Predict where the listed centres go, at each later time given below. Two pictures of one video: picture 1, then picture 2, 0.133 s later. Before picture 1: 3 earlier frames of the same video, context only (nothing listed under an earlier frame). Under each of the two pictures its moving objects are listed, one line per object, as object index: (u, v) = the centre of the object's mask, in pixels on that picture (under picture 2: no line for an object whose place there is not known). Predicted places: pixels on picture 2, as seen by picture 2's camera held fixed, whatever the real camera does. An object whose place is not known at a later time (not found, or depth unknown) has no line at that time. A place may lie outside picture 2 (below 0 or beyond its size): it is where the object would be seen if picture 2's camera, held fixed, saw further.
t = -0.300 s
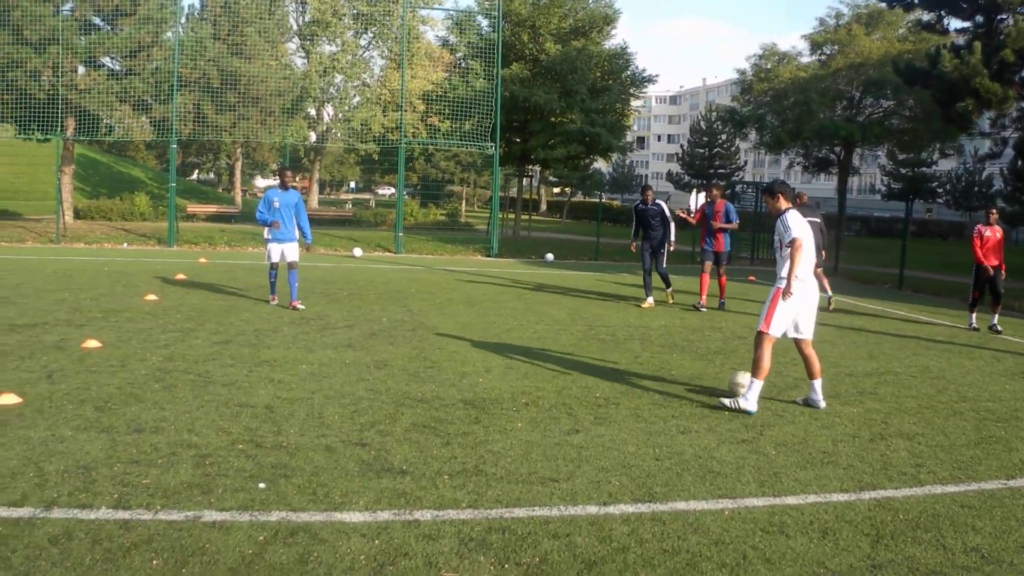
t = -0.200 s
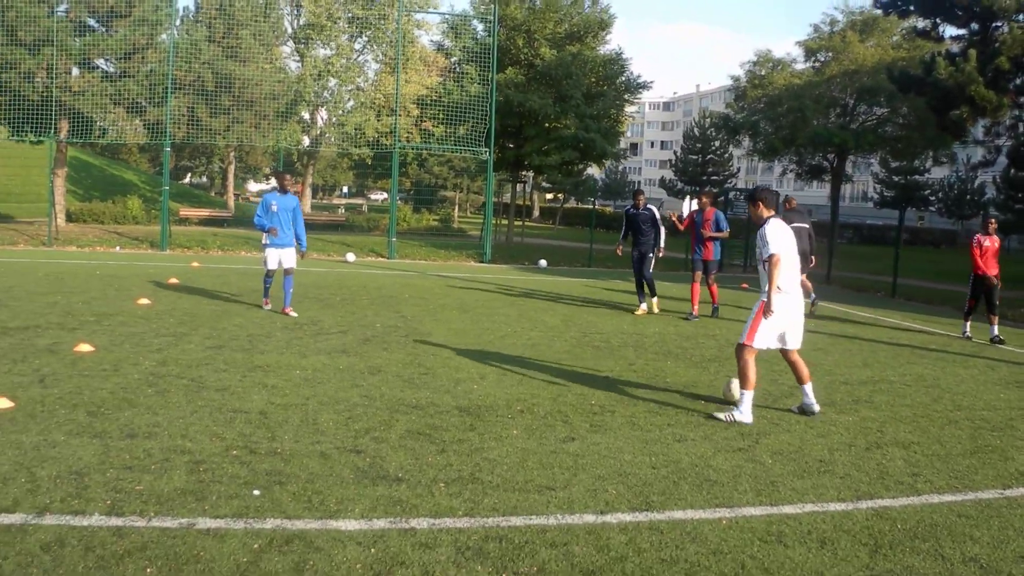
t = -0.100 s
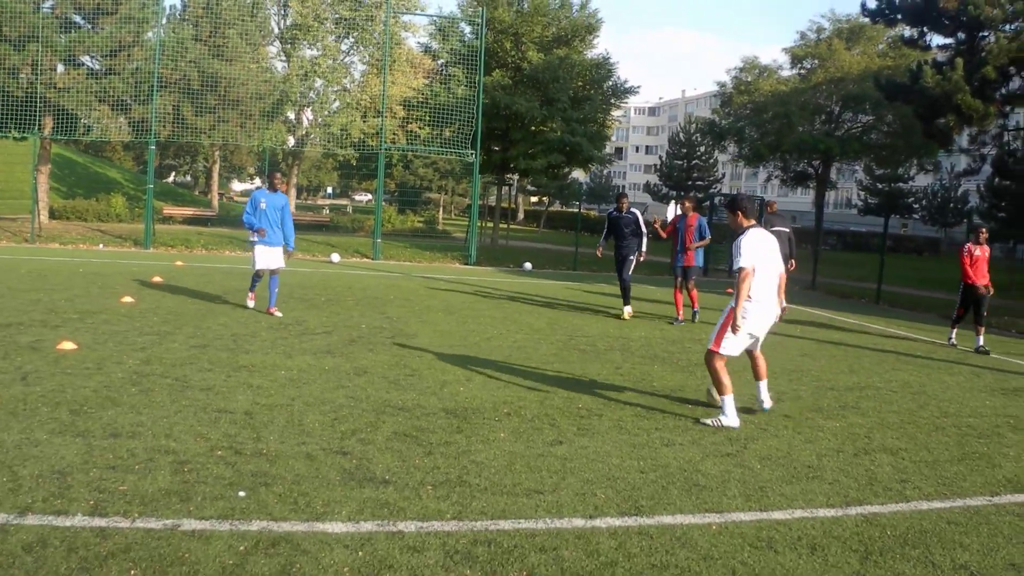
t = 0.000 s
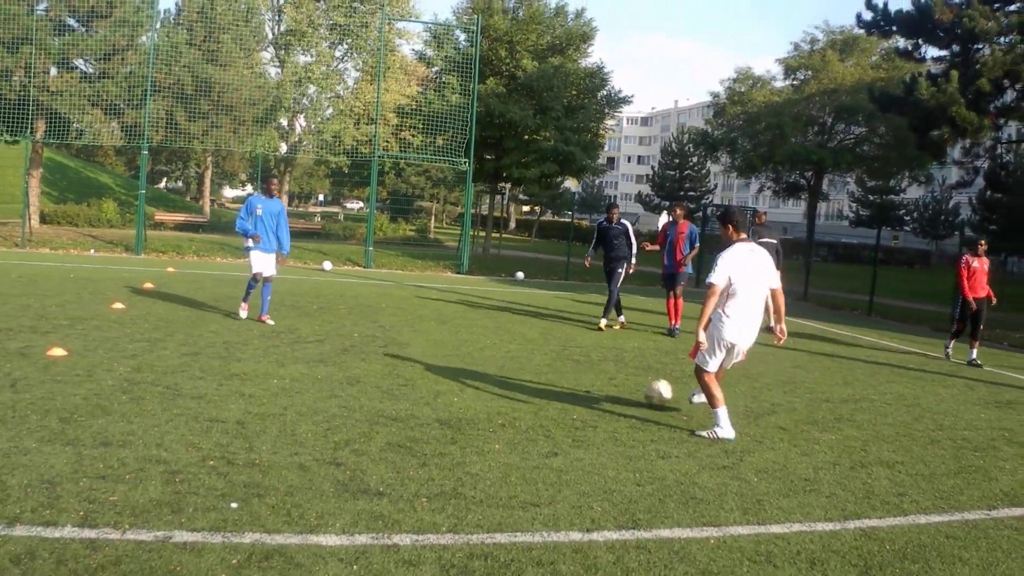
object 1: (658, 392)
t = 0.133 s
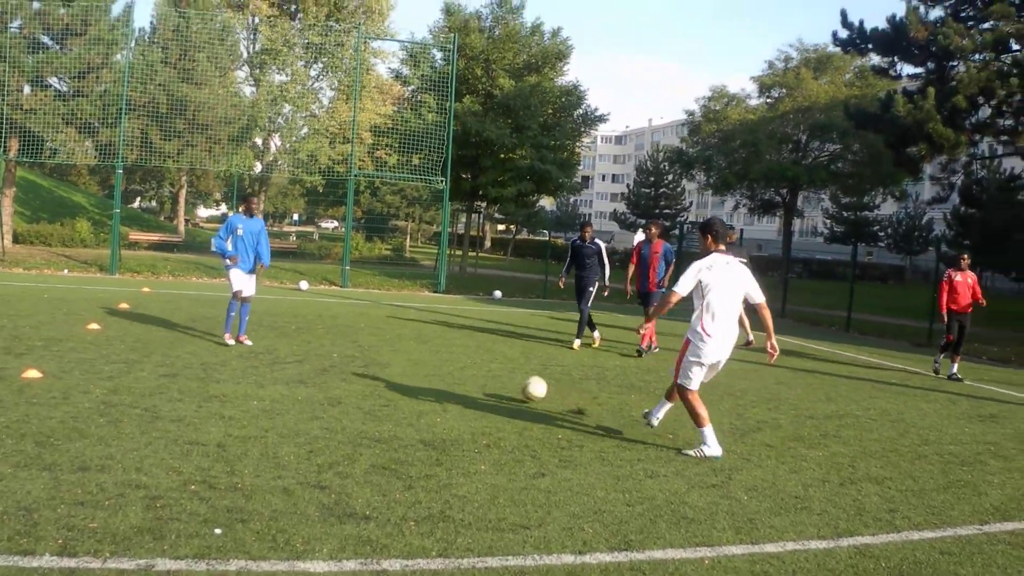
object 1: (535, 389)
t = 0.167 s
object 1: (512, 384)
